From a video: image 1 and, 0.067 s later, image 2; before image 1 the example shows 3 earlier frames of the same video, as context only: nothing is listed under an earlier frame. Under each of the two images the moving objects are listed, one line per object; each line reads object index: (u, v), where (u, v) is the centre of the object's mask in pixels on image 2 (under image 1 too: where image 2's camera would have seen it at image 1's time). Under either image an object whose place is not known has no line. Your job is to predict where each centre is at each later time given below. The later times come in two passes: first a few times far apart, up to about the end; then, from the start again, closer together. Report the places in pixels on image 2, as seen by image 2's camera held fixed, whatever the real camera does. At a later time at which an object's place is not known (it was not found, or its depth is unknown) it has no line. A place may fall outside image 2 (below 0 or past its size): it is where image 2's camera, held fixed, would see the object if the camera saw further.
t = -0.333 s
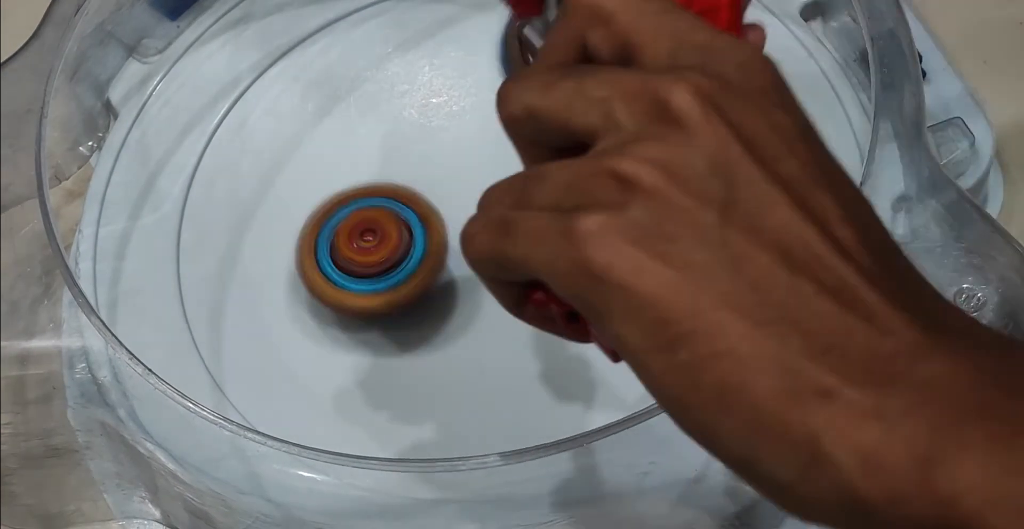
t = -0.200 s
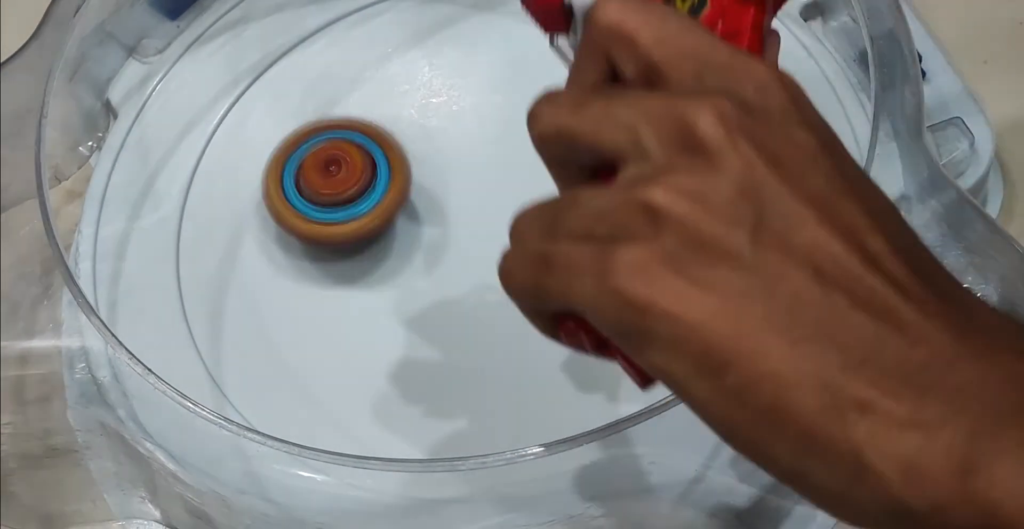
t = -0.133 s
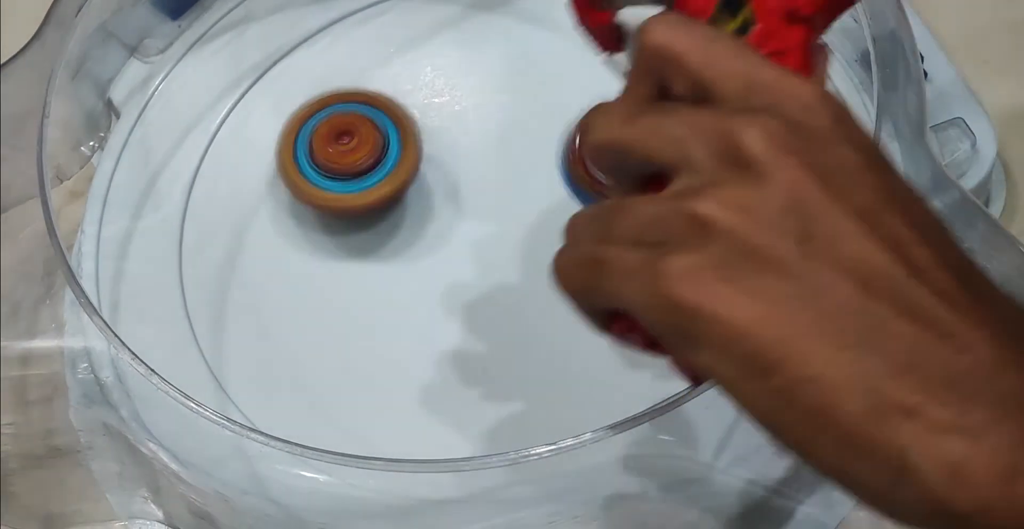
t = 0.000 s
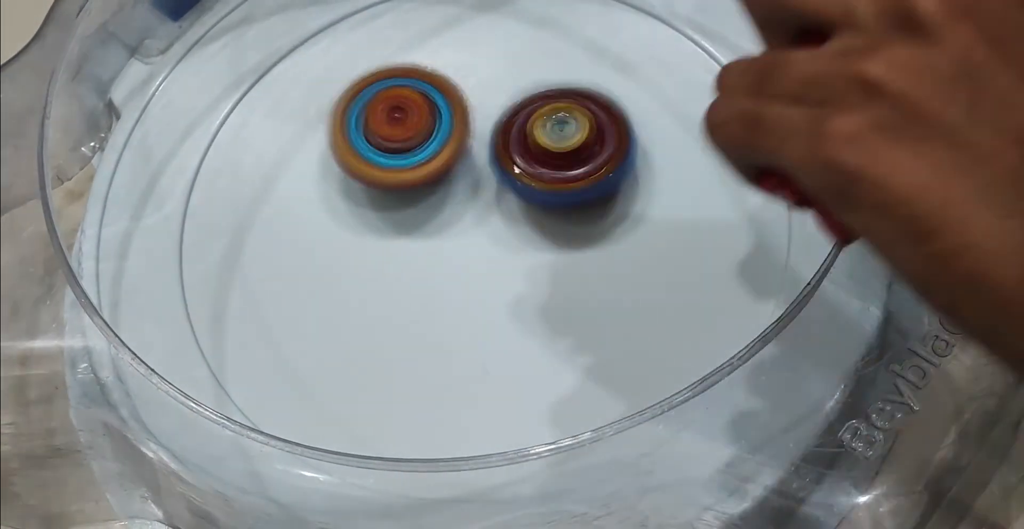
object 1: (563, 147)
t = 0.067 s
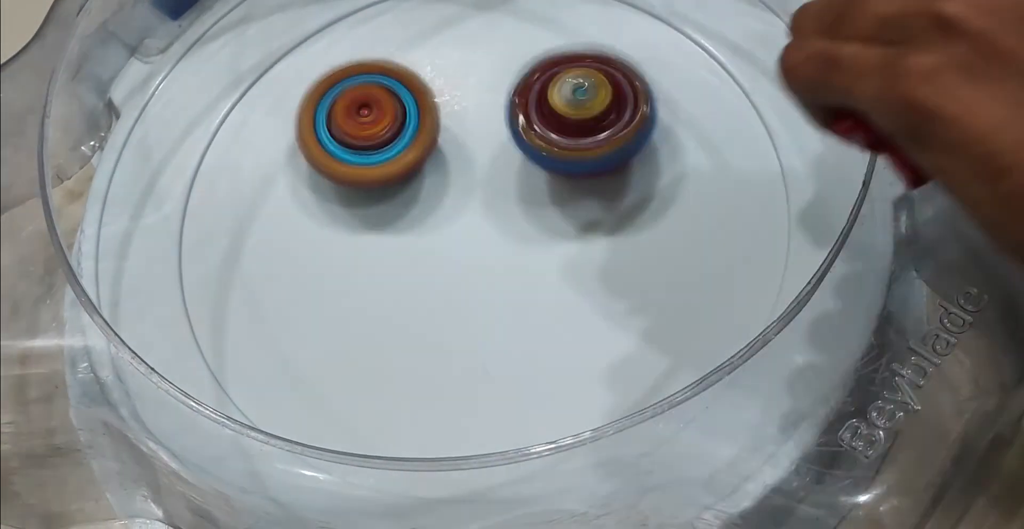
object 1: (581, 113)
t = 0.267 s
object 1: (530, 97)
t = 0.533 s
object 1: (382, 117)
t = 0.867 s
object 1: (578, 165)
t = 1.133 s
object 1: (482, 37)
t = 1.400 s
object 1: (380, 255)
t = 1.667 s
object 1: (547, 337)
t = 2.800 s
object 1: (615, 188)
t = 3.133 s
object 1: (355, 69)
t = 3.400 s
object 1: (285, 273)
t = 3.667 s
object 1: (564, 303)
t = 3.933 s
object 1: (639, 88)
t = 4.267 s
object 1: (373, 86)
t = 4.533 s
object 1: (389, 311)
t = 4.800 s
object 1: (643, 311)
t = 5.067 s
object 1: (626, 113)
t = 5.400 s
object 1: (337, 163)
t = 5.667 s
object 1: (349, 364)
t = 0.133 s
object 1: (587, 108)
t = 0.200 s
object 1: (565, 103)
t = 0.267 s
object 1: (530, 97)
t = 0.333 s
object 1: (514, 78)
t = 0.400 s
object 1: (472, 76)
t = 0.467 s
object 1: (417, 95)
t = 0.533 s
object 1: (382, 117)
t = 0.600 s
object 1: (371, 162)
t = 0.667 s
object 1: (401, 194)
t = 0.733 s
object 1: (462, 214)
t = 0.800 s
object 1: (529, 202)
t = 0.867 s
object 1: (578, 165)
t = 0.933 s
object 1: (602, 112)
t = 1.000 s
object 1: (592, 62)
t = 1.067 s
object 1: (550, 41)
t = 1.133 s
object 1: (482, 37)
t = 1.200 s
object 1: (416, 54)
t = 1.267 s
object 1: (369, 109)
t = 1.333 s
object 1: (357, 187)
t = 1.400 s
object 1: (380, 255)
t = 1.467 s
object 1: (432, 310)
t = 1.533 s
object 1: (502, 340)
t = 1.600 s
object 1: (524, 347)
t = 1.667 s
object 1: (547, 337)
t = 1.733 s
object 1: (584, 314)
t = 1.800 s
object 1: (629, 272)
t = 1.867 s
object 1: (642, 213)
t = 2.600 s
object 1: (543, 364)
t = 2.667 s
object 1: (594, 311)
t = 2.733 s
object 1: (618, 249)
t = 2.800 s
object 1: (615, 188)
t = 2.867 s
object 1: (590, 131)
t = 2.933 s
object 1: (542, 89)
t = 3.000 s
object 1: (484, 65)
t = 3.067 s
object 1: (421, 59)
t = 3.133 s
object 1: (355, 69)
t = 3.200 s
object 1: (299, 102)
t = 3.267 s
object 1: (263, 154)
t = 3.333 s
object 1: (257, 213)
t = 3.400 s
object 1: (285, 273)
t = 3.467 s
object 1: (342, 320)
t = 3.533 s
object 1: (417, 339)
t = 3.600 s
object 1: (493, 333)
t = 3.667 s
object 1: (564, 303)
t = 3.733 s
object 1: (617, 255)
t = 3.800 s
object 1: (648, 201)
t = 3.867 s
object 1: (656, 141)
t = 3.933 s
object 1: (639, 88)
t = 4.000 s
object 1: (604, 52)
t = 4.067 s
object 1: (546, 39)
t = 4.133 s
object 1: (483, 38)
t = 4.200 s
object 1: (422, 50)
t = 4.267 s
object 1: (373, 86)
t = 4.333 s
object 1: (344, 140)
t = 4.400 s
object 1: (332, 203)
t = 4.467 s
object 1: (353, 261)
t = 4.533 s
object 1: (389, 311)
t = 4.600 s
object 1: (446, 346)
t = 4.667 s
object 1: (514, 357)
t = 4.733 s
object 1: (584, 347)
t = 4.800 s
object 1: (643, 311)
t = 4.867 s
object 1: (682, 261)
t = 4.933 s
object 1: (690, 203)
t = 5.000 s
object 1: (673, 151)
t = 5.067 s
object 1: (626, 113)
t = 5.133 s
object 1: (570, 88)
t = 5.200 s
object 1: (505, 86)
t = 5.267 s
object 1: (442, 96)
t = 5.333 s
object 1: (385, 127)
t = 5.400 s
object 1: (337, 163)
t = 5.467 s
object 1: (307, 215)
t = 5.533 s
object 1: (294, 266)
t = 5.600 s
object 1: (313, 320)
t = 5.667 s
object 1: (349, 364)
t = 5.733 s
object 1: (415, 384)
